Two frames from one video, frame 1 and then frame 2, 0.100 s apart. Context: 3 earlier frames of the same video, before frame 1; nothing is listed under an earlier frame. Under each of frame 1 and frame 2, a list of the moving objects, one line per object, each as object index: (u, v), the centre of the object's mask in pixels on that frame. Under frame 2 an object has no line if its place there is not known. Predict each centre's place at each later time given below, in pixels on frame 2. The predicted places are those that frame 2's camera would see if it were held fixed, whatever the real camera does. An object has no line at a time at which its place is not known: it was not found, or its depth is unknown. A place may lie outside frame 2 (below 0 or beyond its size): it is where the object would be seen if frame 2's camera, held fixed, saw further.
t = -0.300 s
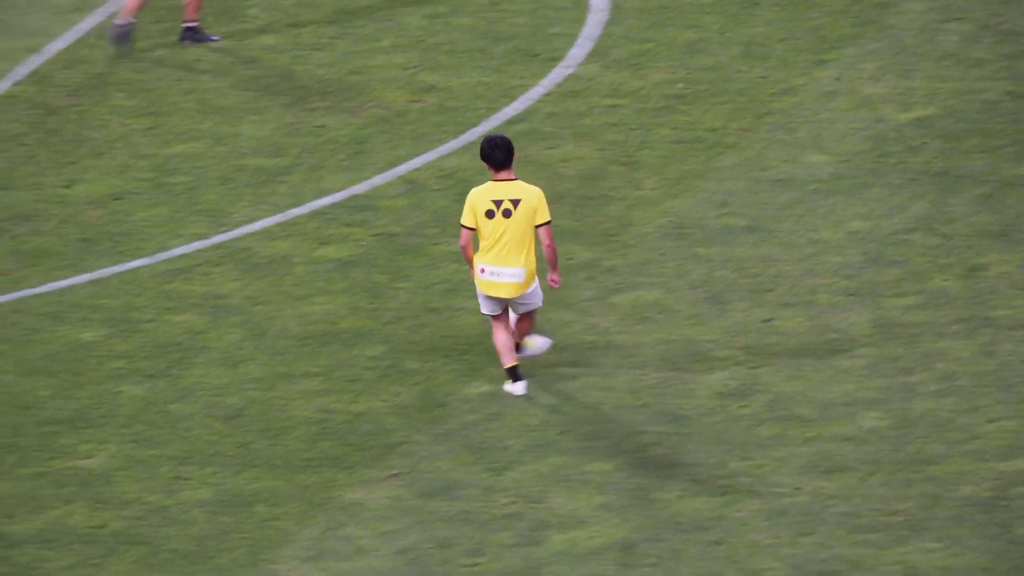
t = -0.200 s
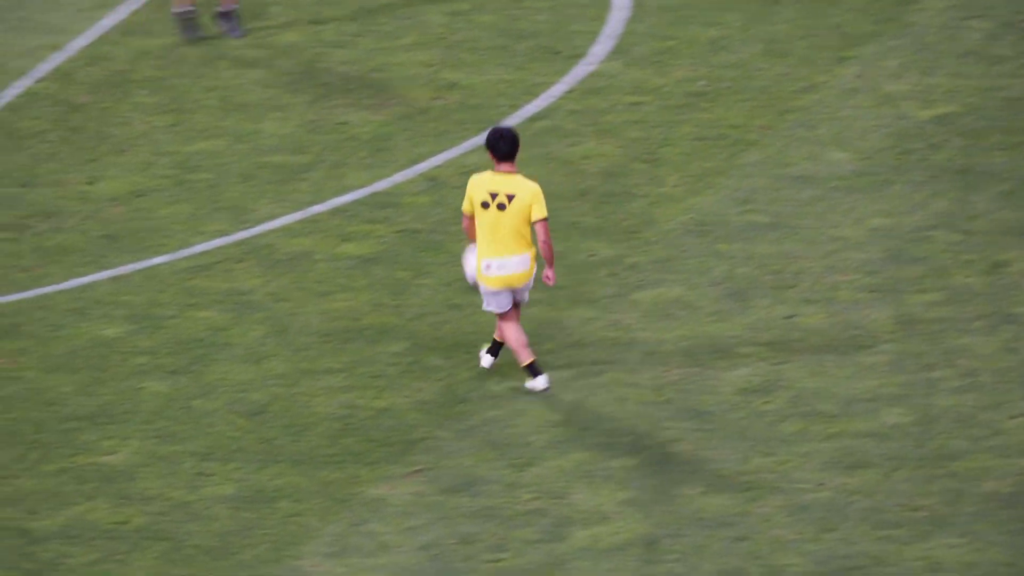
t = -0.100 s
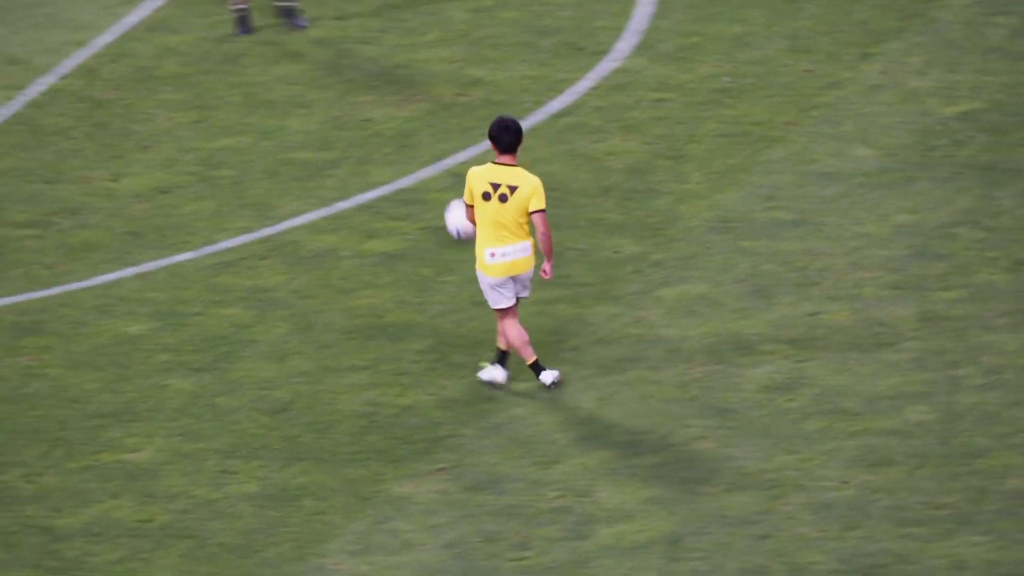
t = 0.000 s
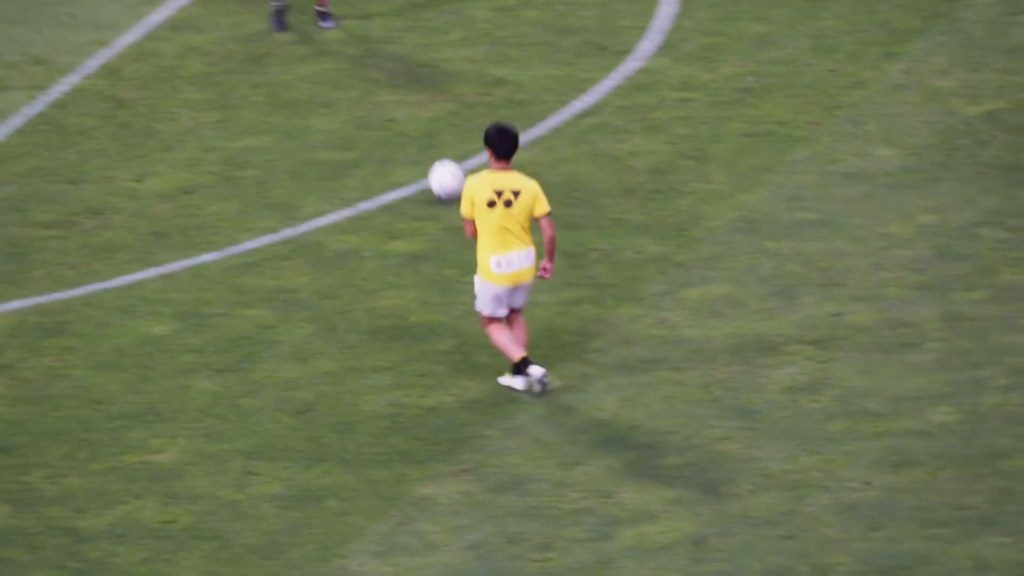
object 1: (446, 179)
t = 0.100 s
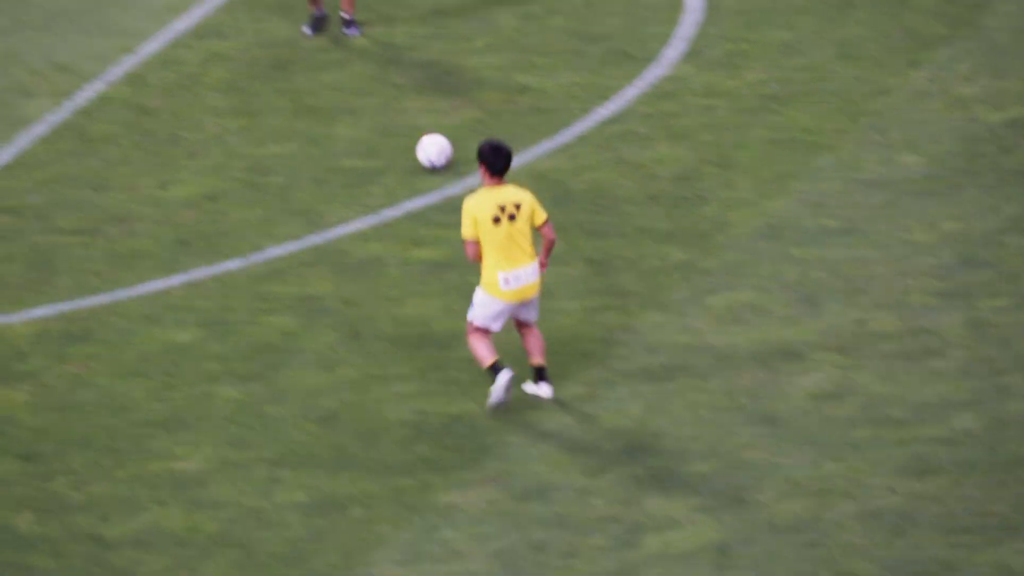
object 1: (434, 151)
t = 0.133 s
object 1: (424, 142)
